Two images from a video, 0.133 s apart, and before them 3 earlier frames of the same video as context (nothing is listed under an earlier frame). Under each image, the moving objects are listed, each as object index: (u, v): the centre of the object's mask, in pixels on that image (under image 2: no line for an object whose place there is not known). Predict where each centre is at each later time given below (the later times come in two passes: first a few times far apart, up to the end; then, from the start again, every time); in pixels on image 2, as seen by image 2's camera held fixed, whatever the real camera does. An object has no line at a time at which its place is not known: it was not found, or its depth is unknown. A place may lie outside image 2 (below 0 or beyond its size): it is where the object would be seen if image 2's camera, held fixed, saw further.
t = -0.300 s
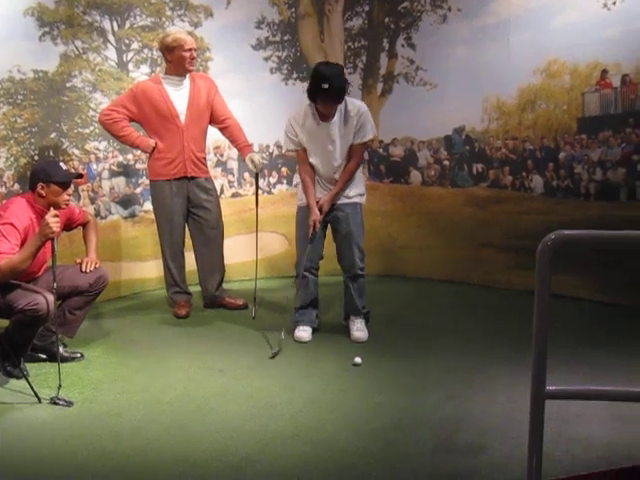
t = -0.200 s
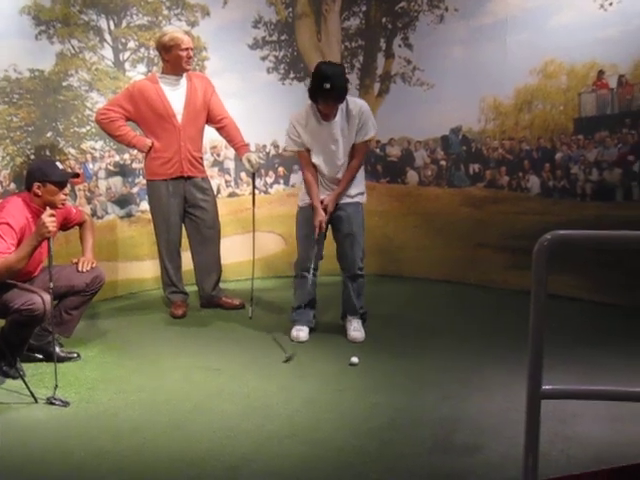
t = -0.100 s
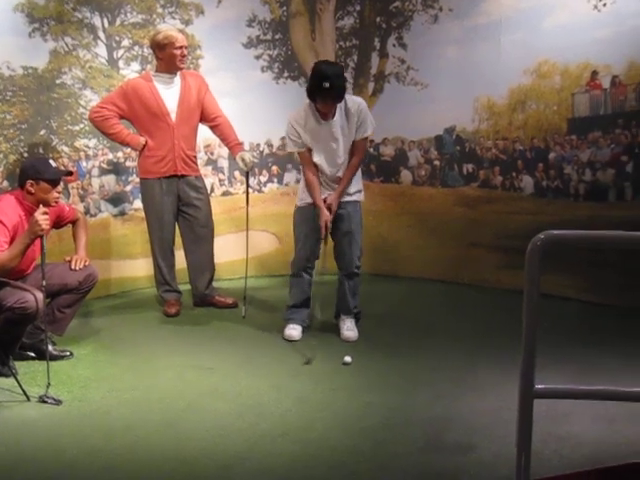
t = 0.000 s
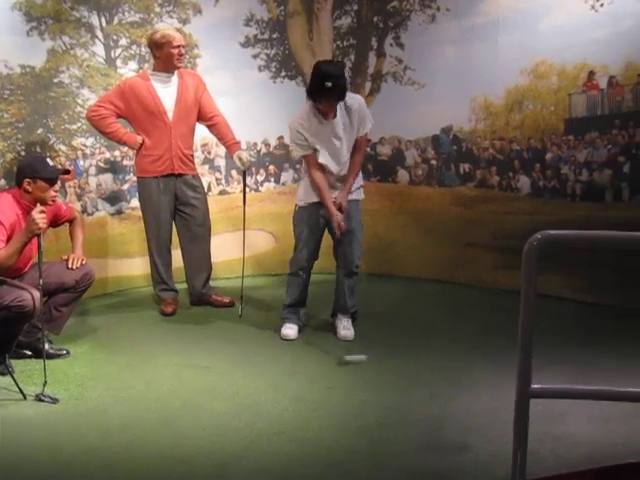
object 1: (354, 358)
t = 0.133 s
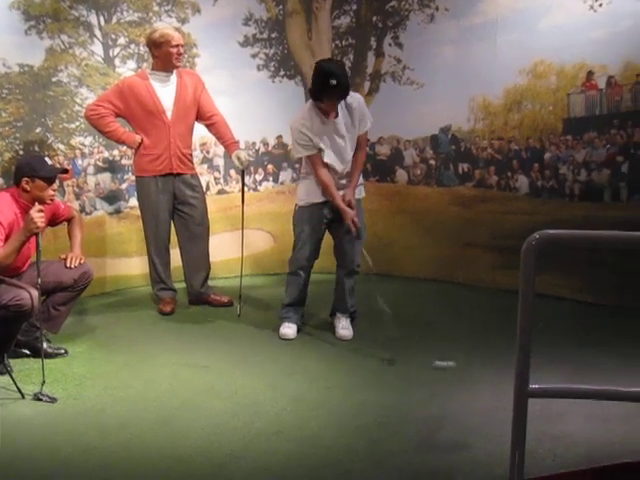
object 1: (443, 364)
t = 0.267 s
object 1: (531, 369)
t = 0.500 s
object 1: (639, 375)
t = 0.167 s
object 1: (466, 366)
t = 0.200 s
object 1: (486, 368)
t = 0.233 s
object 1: (505, 368)
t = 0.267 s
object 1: (531, 369)
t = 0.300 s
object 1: (542, 370)
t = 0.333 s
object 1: (559, 371)
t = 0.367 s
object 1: (575, 372)
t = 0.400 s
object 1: (590, 373)
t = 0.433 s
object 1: (605, 373)
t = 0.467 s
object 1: (624, 374)
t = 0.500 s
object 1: (639, 375)
